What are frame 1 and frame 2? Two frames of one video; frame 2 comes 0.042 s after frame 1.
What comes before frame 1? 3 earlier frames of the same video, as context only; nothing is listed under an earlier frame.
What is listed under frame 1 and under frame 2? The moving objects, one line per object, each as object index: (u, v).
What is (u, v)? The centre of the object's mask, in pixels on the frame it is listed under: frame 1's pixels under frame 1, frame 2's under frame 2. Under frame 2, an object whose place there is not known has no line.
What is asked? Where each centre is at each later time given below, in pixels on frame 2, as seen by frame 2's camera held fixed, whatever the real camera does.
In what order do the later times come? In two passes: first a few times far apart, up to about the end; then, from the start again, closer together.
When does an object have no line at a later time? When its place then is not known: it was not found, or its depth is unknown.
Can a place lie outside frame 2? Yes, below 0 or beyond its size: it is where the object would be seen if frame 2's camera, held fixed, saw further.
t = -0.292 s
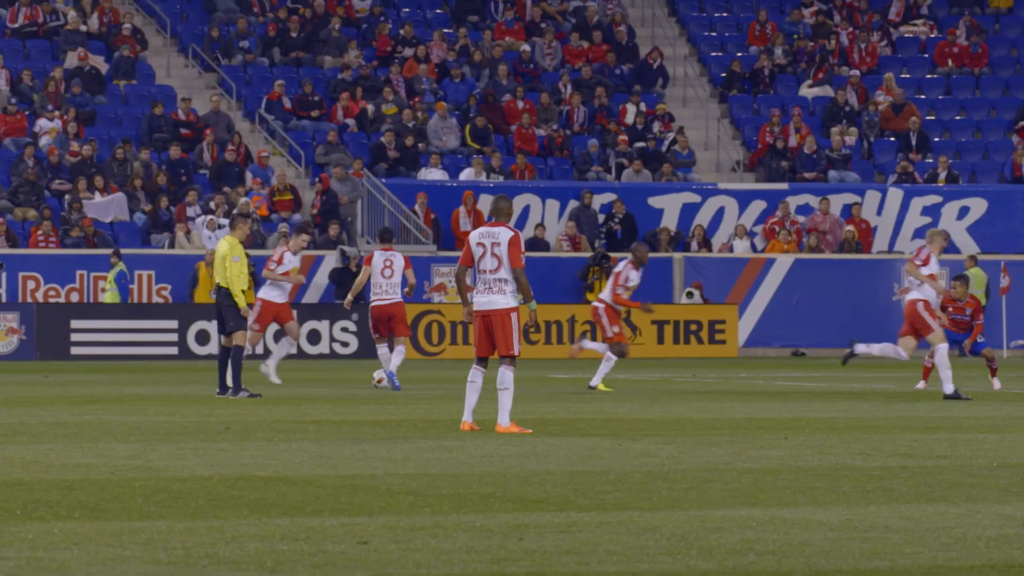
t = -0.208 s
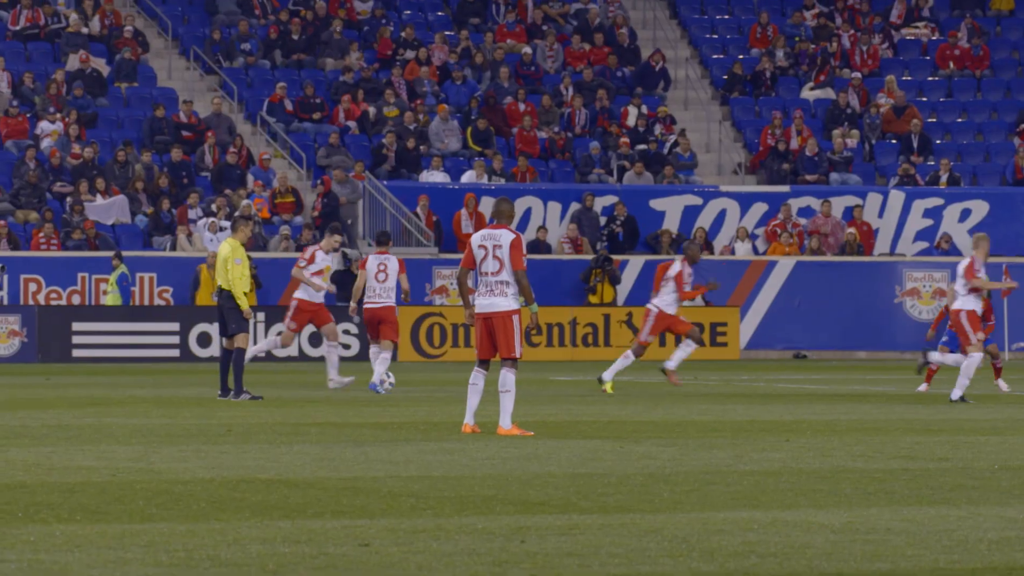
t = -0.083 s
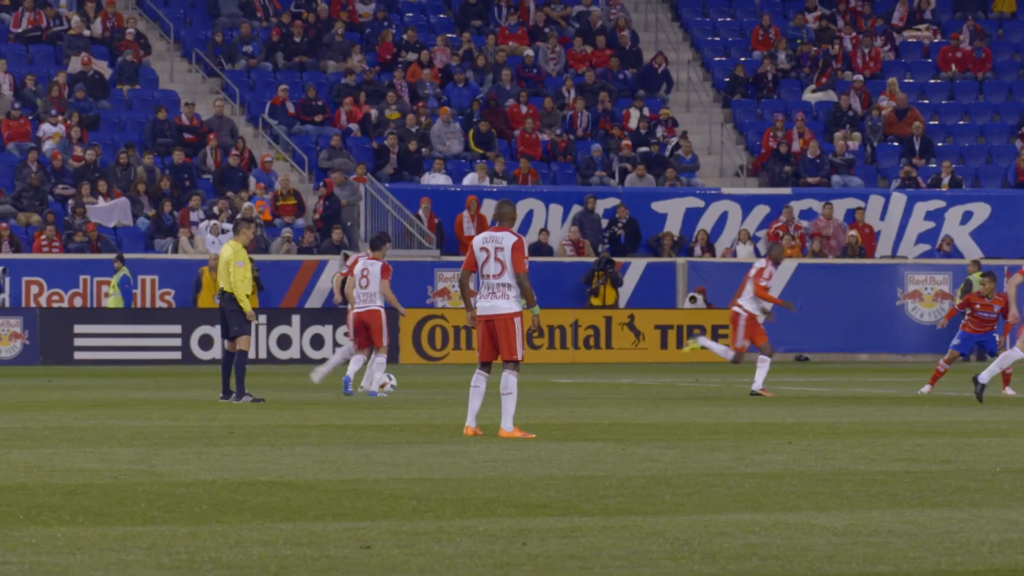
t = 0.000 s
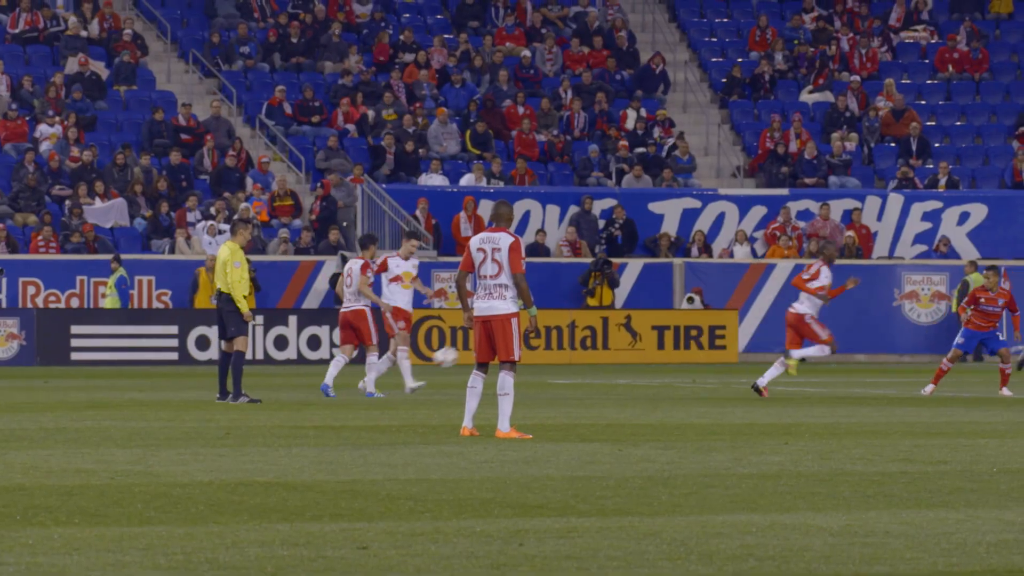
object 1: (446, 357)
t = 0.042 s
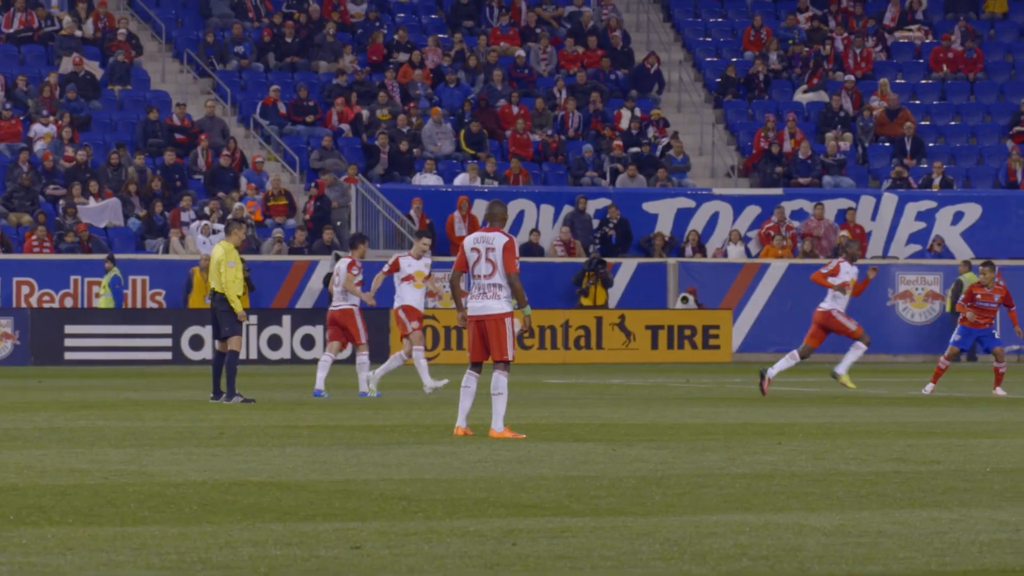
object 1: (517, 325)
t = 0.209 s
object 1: (767, 227)
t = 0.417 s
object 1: (1084, 120)
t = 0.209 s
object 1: (767, 227)
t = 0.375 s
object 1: (1029, 136)
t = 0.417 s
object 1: (1084, 120)
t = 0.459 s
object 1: (1158, 98)
